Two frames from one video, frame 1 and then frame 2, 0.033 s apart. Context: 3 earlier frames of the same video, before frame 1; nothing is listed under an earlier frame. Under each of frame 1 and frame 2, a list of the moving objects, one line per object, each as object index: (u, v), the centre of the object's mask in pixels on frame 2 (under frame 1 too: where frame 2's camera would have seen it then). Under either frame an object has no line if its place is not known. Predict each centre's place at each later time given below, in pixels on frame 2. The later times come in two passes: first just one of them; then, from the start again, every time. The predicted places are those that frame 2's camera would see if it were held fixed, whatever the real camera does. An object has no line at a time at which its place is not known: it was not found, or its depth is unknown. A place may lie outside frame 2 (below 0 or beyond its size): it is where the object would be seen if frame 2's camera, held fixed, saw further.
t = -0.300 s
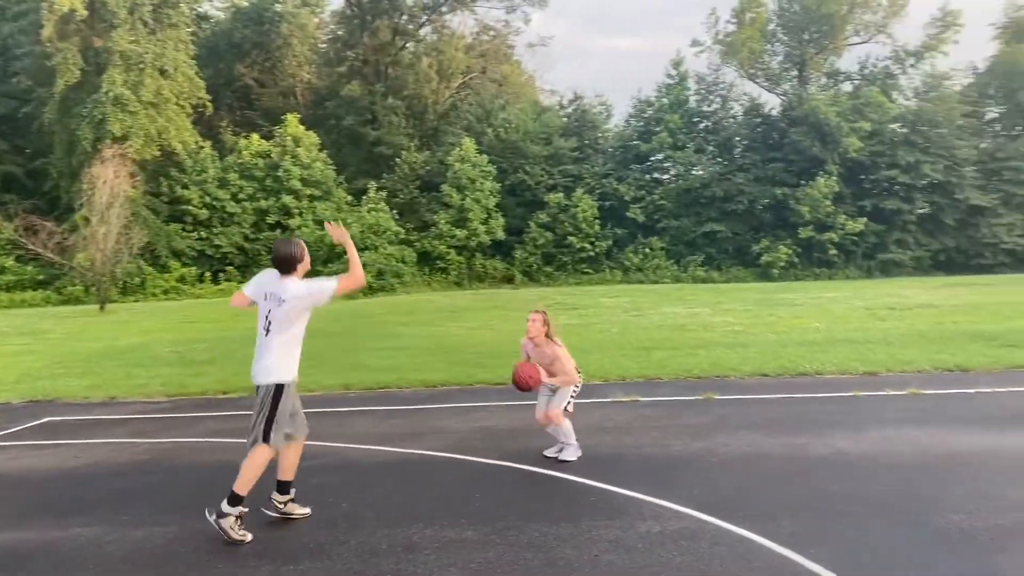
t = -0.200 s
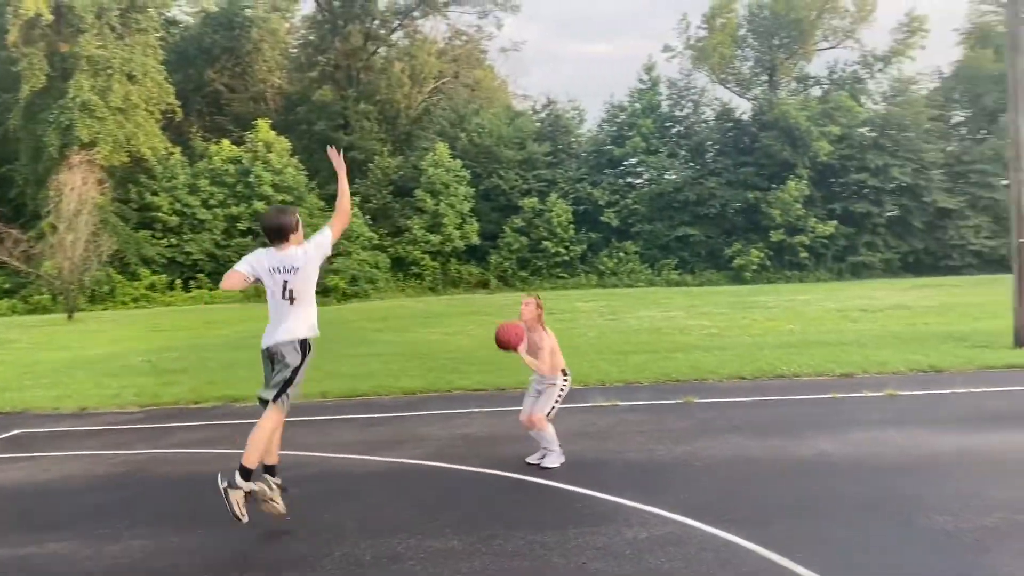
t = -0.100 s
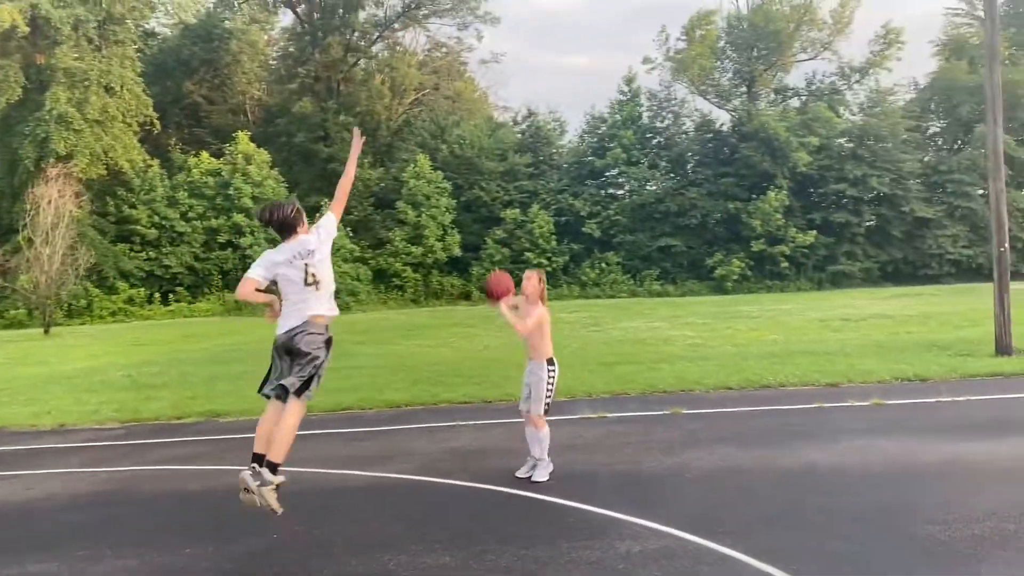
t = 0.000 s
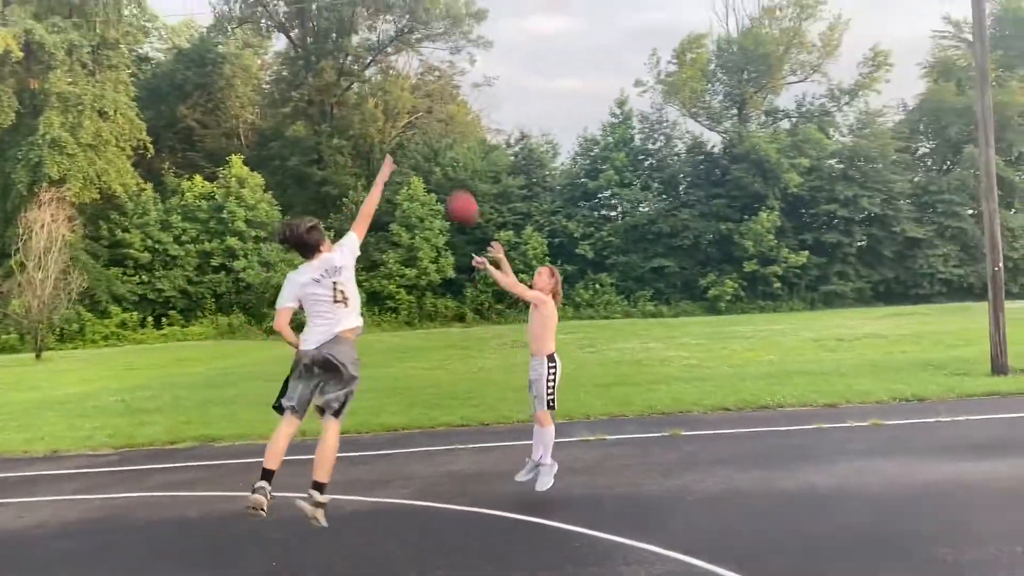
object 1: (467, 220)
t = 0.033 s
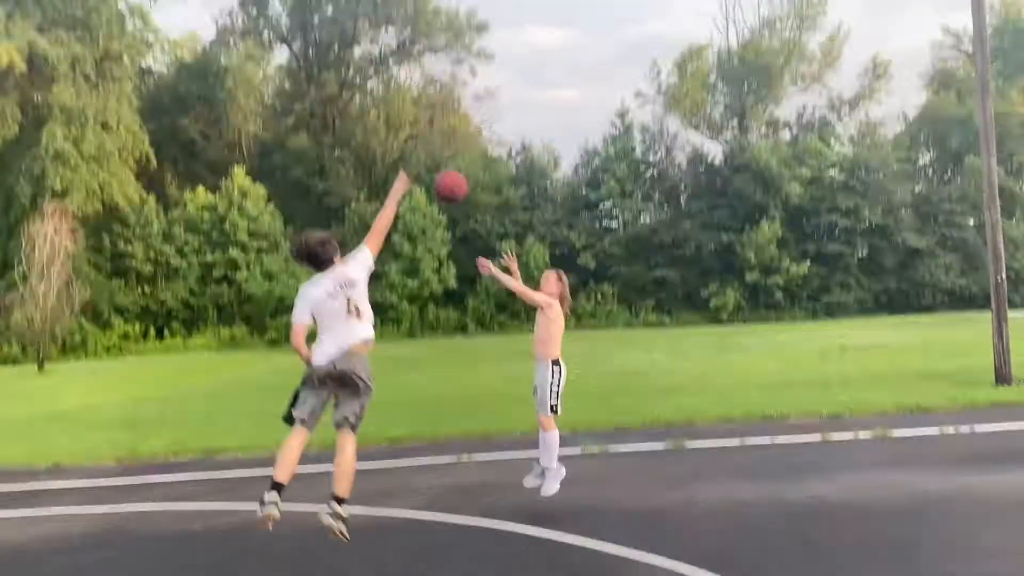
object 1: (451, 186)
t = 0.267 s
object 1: (343, -38)
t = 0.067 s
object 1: (436, 152)
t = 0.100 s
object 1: (421, 119)
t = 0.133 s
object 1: (405, 85)
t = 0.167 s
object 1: (391, 54)
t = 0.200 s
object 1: (375, 22)
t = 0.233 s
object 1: (359, -7)
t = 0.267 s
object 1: (343, -38)
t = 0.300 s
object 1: (325, -67)
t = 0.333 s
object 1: (312, -93)
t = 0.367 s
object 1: (295, -122)
